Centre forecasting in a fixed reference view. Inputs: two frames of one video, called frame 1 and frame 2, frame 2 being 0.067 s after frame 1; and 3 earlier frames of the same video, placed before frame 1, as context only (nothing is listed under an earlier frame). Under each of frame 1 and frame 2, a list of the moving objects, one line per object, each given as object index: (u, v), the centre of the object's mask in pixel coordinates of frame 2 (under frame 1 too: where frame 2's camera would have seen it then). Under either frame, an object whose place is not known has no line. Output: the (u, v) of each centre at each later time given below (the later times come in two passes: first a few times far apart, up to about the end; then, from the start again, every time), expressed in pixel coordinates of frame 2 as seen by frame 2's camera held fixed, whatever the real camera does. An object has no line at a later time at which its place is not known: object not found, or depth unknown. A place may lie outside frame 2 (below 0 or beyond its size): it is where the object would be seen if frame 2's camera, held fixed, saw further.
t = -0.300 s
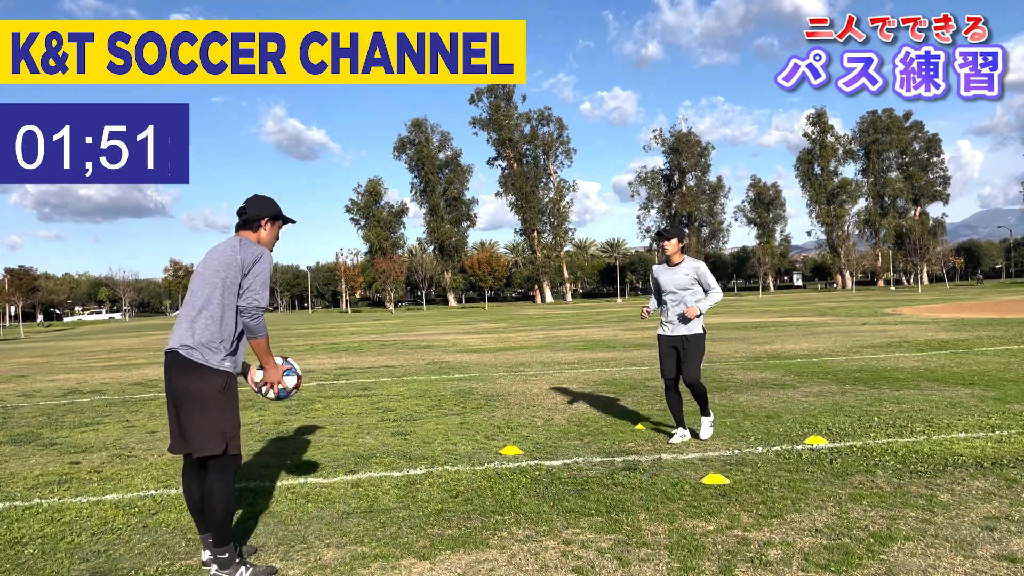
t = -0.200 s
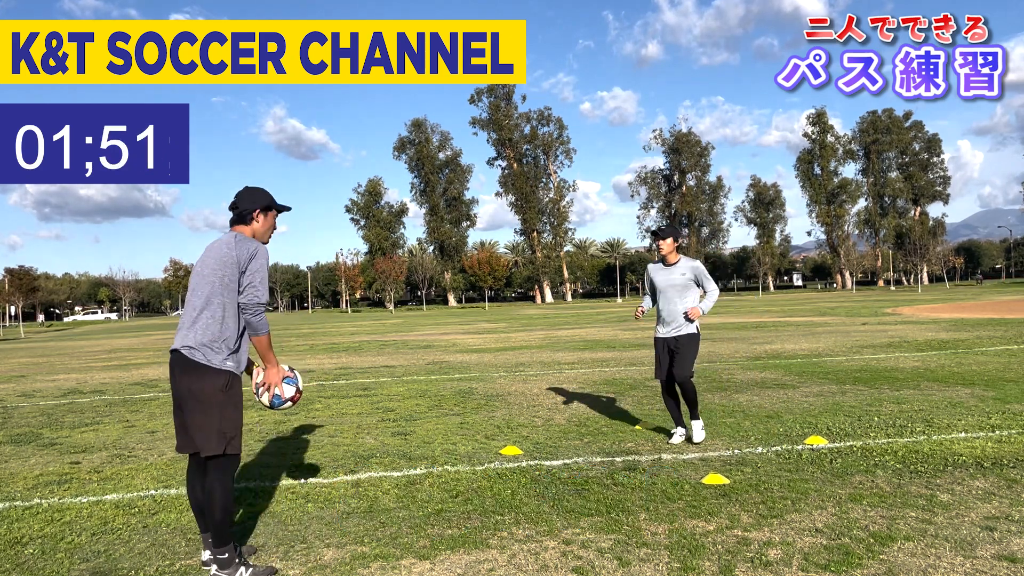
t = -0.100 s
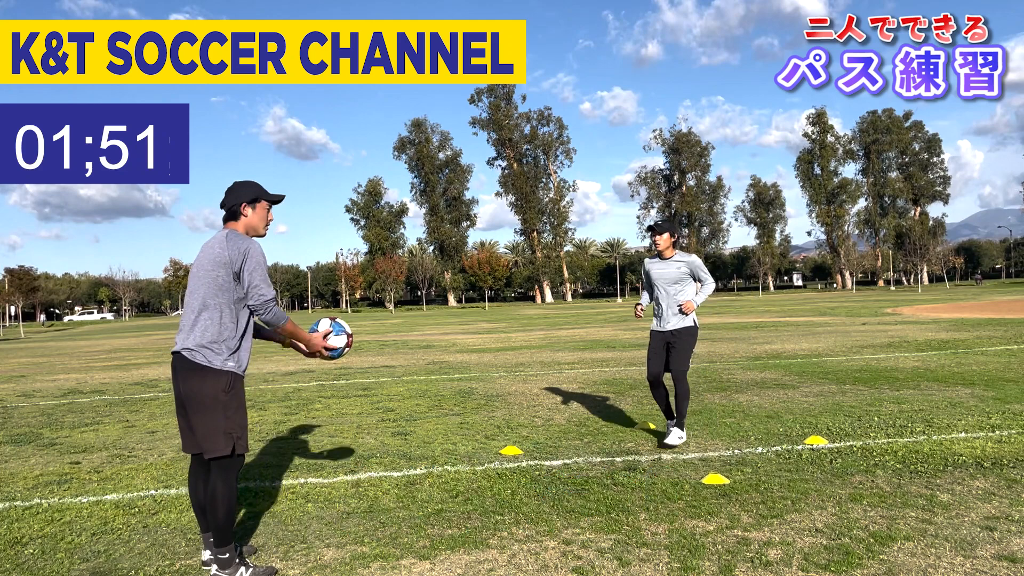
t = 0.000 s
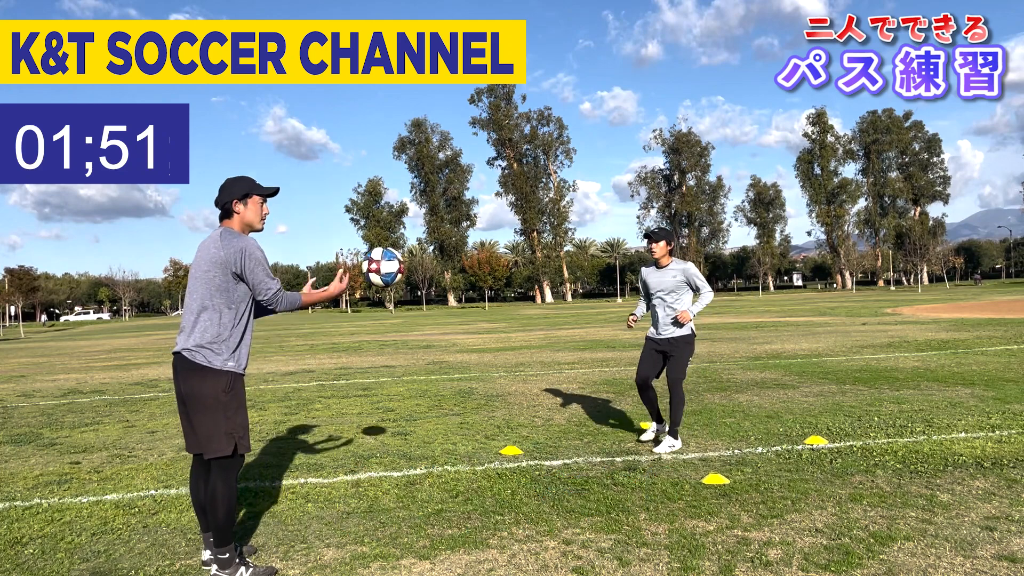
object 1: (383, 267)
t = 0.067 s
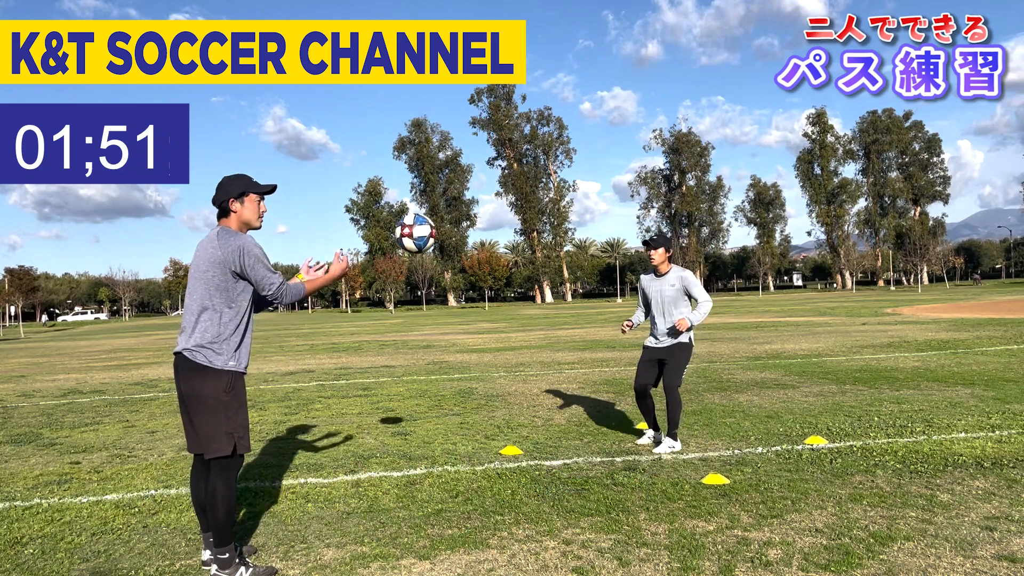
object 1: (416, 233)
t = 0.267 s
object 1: (501, 189)
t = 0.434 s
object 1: (563, 205)
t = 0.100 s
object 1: (431, 220)
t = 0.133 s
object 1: (446, 209)
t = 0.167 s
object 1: (461, 201)
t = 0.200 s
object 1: (475, 195)
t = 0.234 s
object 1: (488, 191)
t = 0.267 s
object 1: (501, 189)
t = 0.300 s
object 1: (514, 188)
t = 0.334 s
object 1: (526, 190)
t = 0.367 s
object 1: (539, 193)
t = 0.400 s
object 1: (551, 198)
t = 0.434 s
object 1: (563, 205)
